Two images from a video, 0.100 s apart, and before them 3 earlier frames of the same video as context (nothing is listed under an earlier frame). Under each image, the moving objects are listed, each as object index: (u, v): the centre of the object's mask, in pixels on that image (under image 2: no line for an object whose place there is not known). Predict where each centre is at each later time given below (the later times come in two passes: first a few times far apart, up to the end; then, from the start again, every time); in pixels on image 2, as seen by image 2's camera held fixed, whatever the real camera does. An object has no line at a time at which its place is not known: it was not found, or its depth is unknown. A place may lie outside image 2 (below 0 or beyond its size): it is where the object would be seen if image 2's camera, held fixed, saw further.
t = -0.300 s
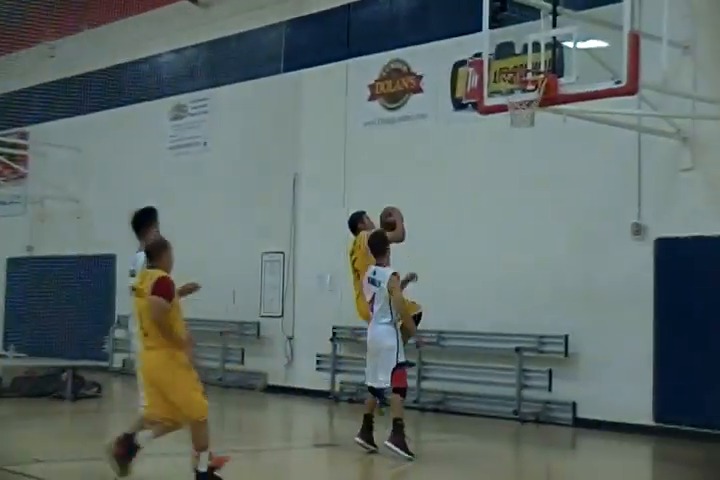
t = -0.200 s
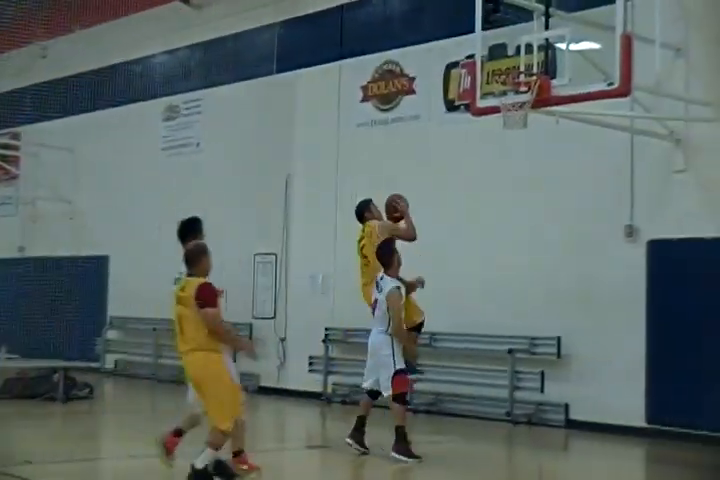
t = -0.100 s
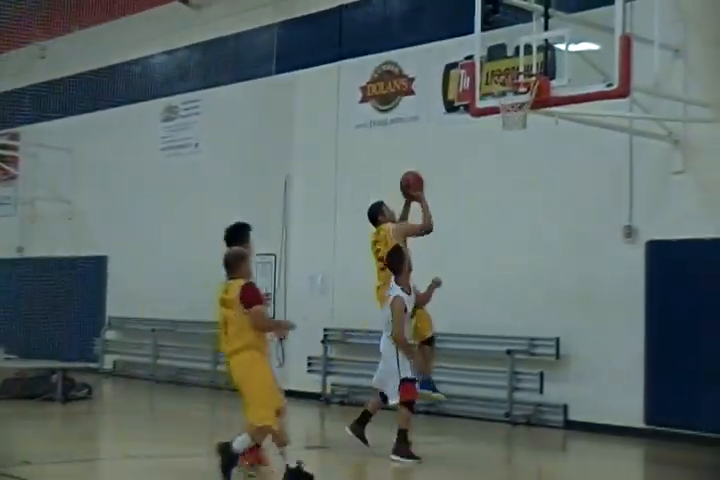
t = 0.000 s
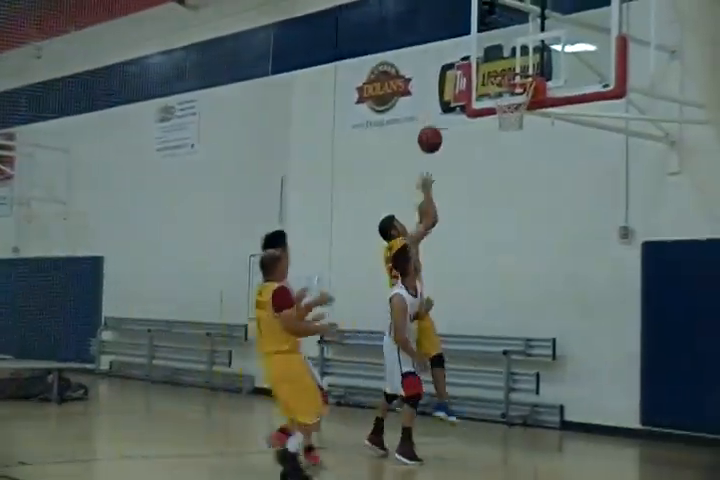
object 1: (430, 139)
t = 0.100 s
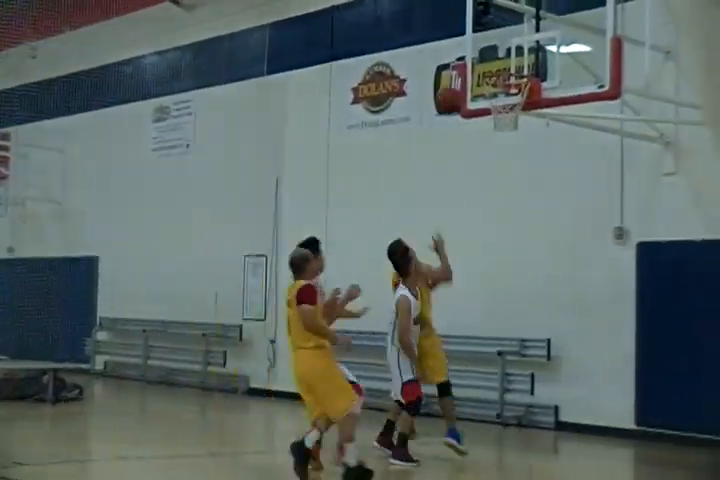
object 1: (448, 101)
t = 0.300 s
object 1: (491, 57)
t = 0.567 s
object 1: (499, 77)
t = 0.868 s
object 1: (507, 119)
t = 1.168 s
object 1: (520, 175)
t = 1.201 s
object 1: (521, 188)
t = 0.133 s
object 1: (456, 83)
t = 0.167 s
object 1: (461, 78)
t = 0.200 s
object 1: (469, 72)
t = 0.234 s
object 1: (477, 65)
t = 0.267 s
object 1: (485, 59)
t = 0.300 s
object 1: (491, 57)
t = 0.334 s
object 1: (498, 55)
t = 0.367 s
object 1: (498, 54)
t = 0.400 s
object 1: (499, 54)
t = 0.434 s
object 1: (498, 55)
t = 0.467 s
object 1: (498, 57)
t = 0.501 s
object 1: (498, 61)
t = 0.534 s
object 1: (498, 63)
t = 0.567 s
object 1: (499, 77)
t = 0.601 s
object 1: (498, 84)
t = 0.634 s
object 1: (497, 91)
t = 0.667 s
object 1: (494, 103)
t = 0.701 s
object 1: (495, 114)
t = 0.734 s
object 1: (499, 117)
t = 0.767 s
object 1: (500, 118)
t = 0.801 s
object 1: (503, 118)
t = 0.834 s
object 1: (505, 118)
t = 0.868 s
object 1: (507, 119)
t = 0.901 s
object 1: (509, 121)
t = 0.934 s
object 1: (512, 123)
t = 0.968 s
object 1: (514, 126)
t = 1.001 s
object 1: (514, 130)
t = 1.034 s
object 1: (516, 136)
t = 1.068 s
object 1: (517, 144)
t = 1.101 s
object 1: (518, 153)
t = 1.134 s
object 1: (519, 163)
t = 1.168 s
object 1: (520, 175)
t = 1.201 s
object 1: (521, 188)
